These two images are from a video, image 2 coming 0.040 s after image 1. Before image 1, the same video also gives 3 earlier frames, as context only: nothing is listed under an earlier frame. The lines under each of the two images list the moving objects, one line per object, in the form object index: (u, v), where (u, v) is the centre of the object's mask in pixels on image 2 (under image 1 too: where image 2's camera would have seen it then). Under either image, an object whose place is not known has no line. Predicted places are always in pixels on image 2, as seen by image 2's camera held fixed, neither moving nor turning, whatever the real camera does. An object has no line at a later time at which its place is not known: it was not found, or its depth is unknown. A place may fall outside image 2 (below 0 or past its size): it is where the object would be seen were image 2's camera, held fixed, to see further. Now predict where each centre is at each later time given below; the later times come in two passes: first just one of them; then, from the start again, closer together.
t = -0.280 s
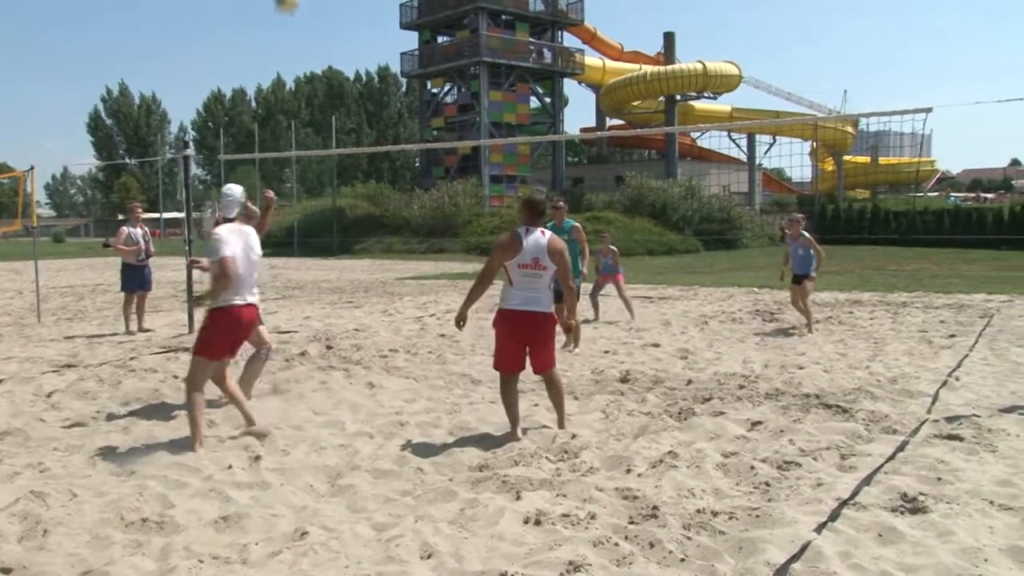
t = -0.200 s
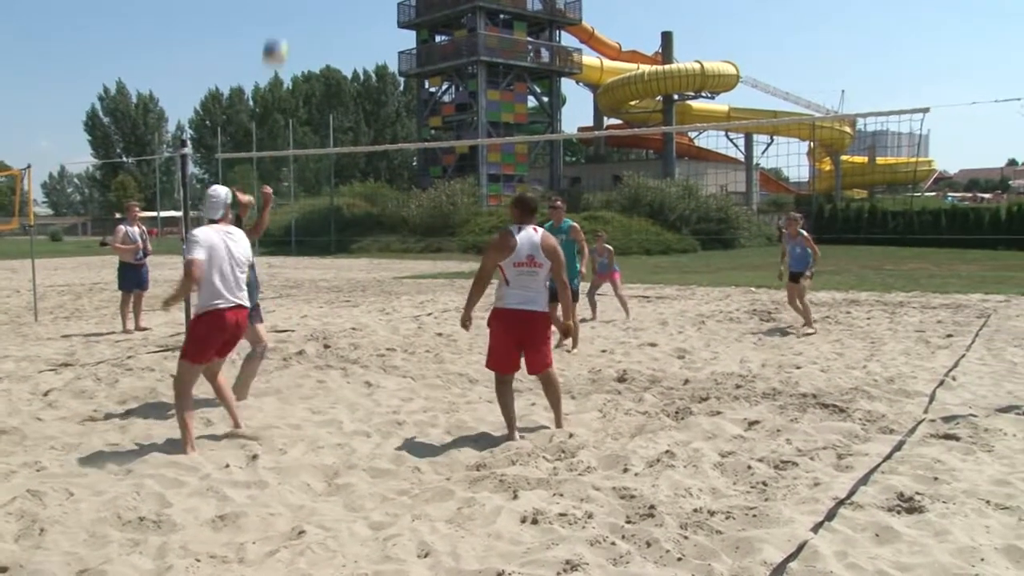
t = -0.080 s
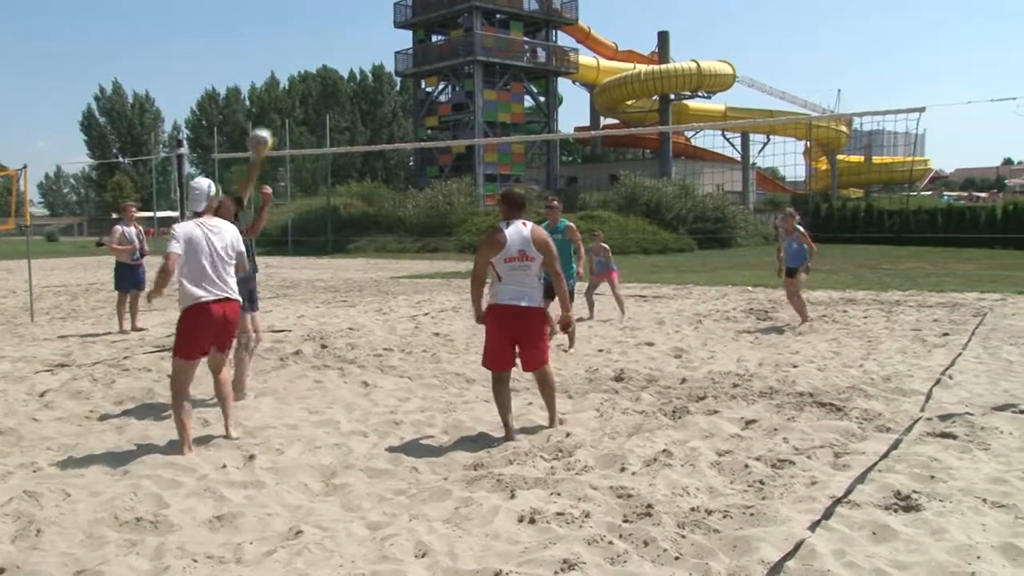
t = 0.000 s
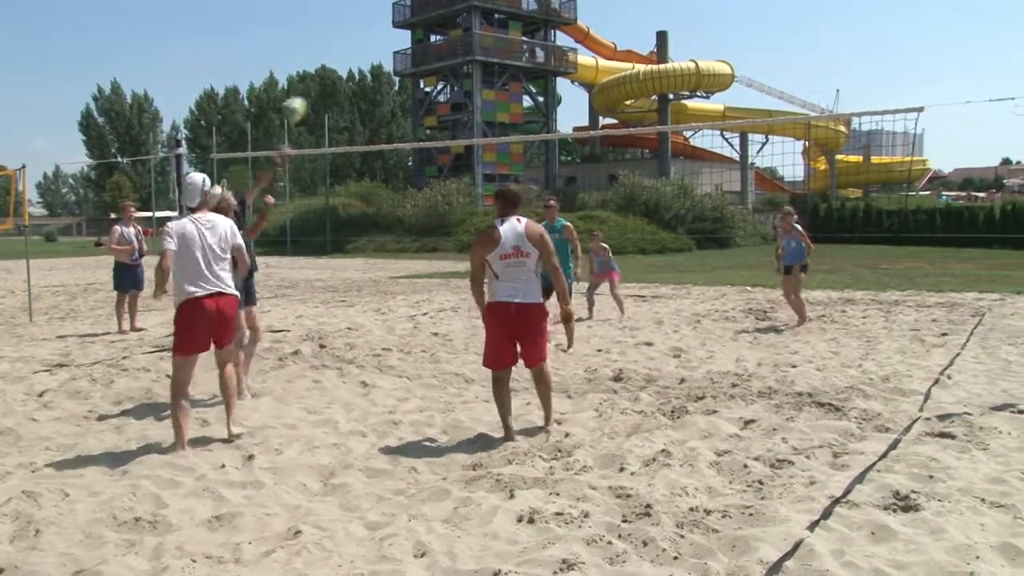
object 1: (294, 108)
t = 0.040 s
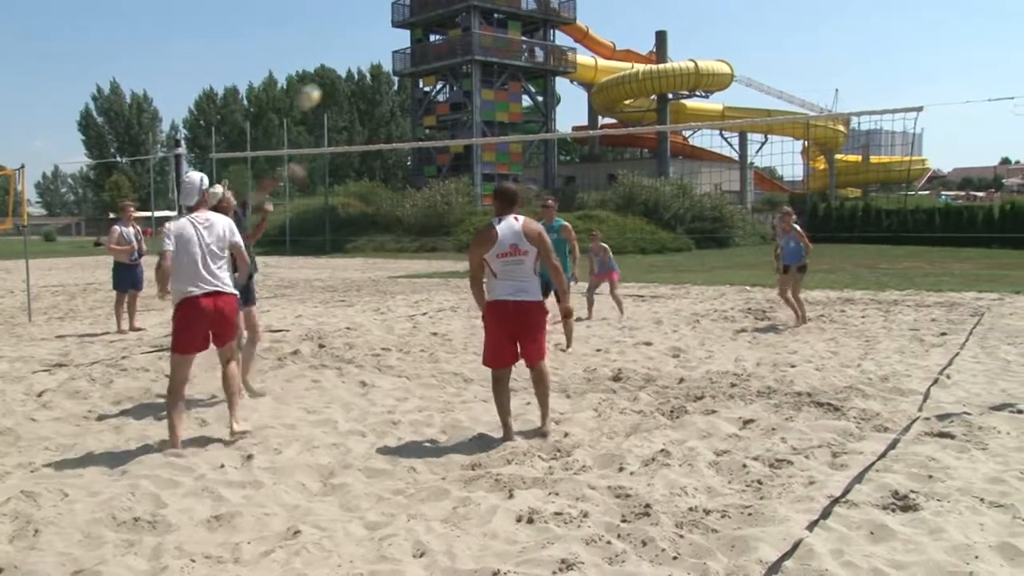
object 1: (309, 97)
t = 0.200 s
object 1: (361, 67)
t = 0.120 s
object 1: (334, 78)
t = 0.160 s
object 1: (349, 69)
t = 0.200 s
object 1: (361, 67)
